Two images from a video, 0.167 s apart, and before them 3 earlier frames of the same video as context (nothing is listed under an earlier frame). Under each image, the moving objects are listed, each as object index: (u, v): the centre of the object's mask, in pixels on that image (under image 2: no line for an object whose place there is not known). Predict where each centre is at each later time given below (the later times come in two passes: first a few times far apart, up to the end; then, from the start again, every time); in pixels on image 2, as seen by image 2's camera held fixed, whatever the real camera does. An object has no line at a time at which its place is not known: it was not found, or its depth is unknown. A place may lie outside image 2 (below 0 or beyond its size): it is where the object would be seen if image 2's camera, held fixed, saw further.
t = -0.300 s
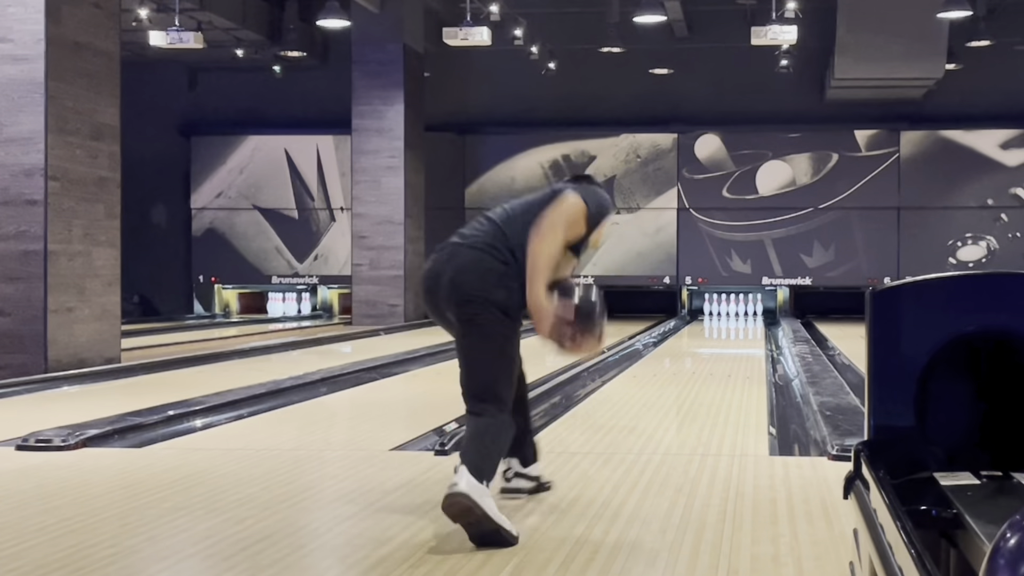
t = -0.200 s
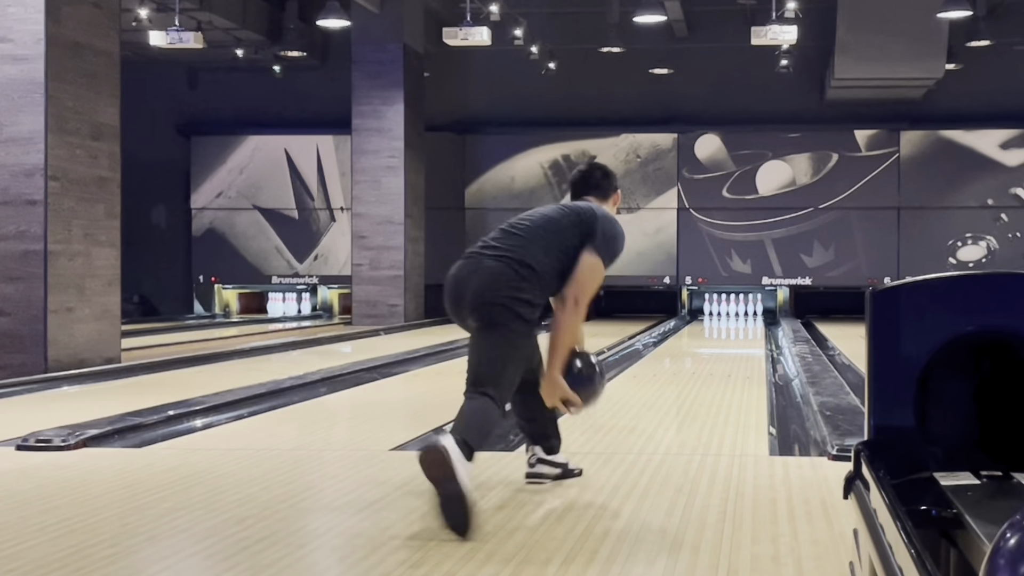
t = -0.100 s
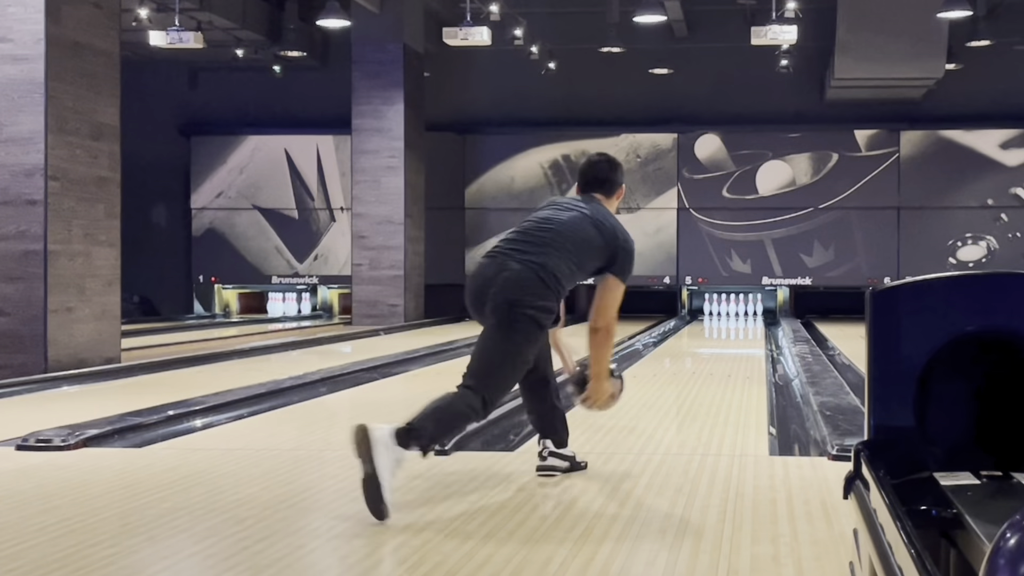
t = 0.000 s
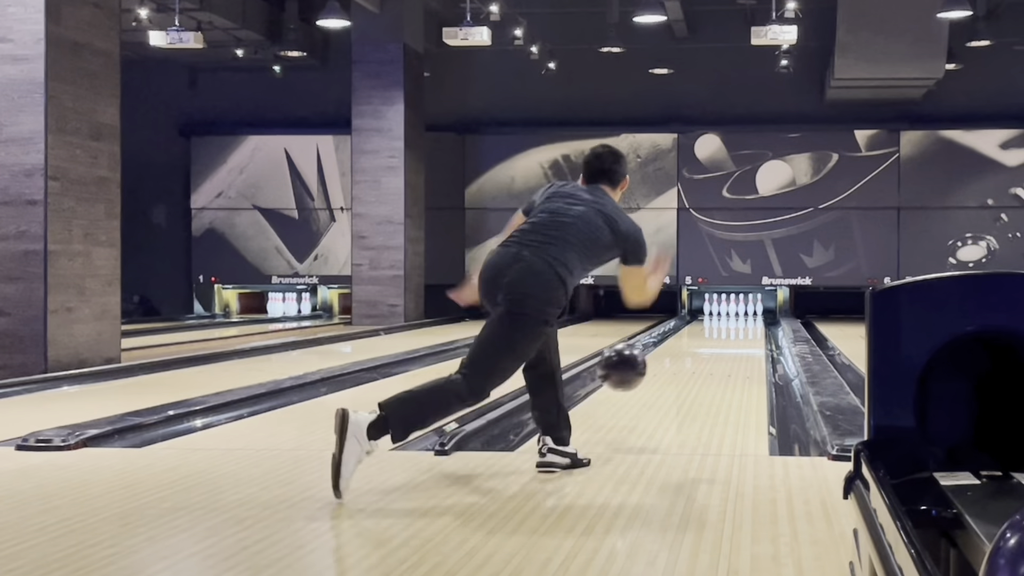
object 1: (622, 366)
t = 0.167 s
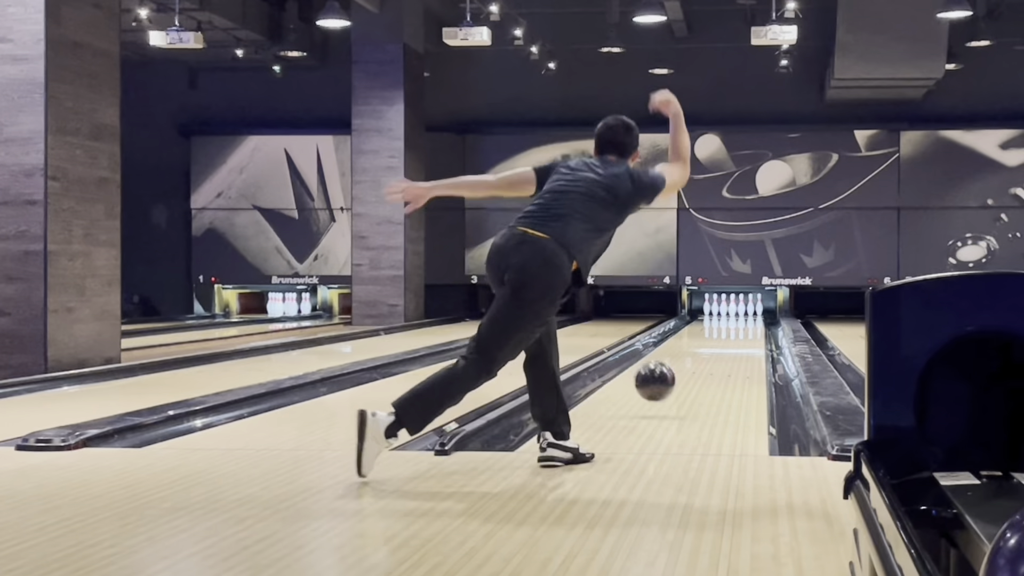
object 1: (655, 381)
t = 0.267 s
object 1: (669, 380)
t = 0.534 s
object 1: (698, 364)
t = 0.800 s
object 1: (717, 350)
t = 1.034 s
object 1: (728, 341)
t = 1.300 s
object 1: (738, 333)
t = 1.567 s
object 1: (745, 326)
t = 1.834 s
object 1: (748, 321)
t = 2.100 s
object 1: (747, 317)
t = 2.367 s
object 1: (742, 314)
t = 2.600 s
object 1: (737, 312)
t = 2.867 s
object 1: (733, 310)
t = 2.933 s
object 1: (730, 310)
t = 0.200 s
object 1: (660, 389)
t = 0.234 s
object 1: (665, 386)
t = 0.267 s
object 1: (669, 380)
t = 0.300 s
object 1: (674, 380)
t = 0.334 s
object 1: (678, 378)
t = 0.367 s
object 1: (682, 376)
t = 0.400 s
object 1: (686, 373)
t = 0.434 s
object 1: (689, 371)
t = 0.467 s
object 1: (692, 368)
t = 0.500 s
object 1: (695, 366)
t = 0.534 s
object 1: (698, 364)
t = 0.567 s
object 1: (701, 362)
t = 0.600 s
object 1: (703, 360)
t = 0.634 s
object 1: (706, 358)
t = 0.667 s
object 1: (708, 356)
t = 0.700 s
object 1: (711, 354)
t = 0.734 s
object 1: (713, 353)
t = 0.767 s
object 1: (715, 351)
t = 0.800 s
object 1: (717, 350)
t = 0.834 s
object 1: (719, 349)
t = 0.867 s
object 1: (720, 347)
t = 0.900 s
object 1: (722, 346)
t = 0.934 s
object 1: (724, 345)
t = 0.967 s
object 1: (725, 344)
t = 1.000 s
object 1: (727, 342)
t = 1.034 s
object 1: (728, 341)
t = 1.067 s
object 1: (730, 339)
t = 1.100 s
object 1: (731, 339)
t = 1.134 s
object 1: (732, 338)
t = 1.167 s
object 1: (733, 337)
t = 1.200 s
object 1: (735, 335)
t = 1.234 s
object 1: (736, 335)
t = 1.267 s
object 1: (737, 334)
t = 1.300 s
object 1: (738, 333)
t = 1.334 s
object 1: (738, 332)
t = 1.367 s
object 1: (740, 331)
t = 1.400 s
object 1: (741, 330)
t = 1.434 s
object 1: (741, 329)
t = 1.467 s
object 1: (742, 328)
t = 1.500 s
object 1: (743, 328)
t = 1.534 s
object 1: (744, 327)
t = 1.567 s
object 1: (745, 326)
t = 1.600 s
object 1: (745, 326)
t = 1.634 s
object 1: (746, 325)
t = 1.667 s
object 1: (747, 324)
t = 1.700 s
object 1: (747, 323)
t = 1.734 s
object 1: (747, 323)
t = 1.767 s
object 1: (747, 322)
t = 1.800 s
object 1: (748, 322)
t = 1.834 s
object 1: (748, 321)
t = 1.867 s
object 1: (748, 320)
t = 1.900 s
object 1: (748, 320)
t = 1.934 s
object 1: (749, 319)
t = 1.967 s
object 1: (748, 319)
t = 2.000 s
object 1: (748, 318)
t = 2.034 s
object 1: (748, 318)
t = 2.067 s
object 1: (748, 318)
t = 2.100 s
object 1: (747, 317)
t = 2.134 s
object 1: (747, 317)
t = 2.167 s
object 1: (746, 316)
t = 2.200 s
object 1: (745, 316)
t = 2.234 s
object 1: (745, 315)
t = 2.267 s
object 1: (744, 315)
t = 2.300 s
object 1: (743, 315)
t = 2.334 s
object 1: (742, 314)
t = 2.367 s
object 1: (742, 314)
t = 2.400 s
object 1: (741, 314)
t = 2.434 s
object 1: (741, 313)
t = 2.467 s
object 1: (740, 313)
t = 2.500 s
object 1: (739, 313)
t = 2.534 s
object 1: (738, 312)
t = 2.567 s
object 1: (738, 312)
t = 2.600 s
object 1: (737, 312)
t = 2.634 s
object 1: (736, 311)
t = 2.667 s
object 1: (735, 311)
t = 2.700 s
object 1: (735, 311)
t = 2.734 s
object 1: (735, 311)
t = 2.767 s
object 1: (735, 310)
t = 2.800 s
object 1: (735, 310)
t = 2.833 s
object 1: (734, 310)
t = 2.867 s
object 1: (733, 310)
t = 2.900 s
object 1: (731, 310)
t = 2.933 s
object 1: (730, 310)
